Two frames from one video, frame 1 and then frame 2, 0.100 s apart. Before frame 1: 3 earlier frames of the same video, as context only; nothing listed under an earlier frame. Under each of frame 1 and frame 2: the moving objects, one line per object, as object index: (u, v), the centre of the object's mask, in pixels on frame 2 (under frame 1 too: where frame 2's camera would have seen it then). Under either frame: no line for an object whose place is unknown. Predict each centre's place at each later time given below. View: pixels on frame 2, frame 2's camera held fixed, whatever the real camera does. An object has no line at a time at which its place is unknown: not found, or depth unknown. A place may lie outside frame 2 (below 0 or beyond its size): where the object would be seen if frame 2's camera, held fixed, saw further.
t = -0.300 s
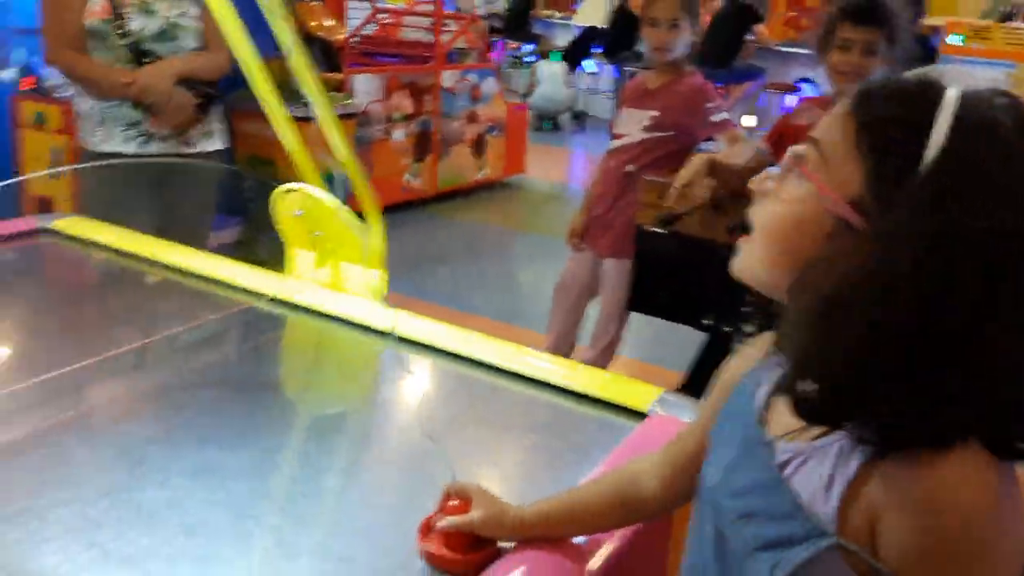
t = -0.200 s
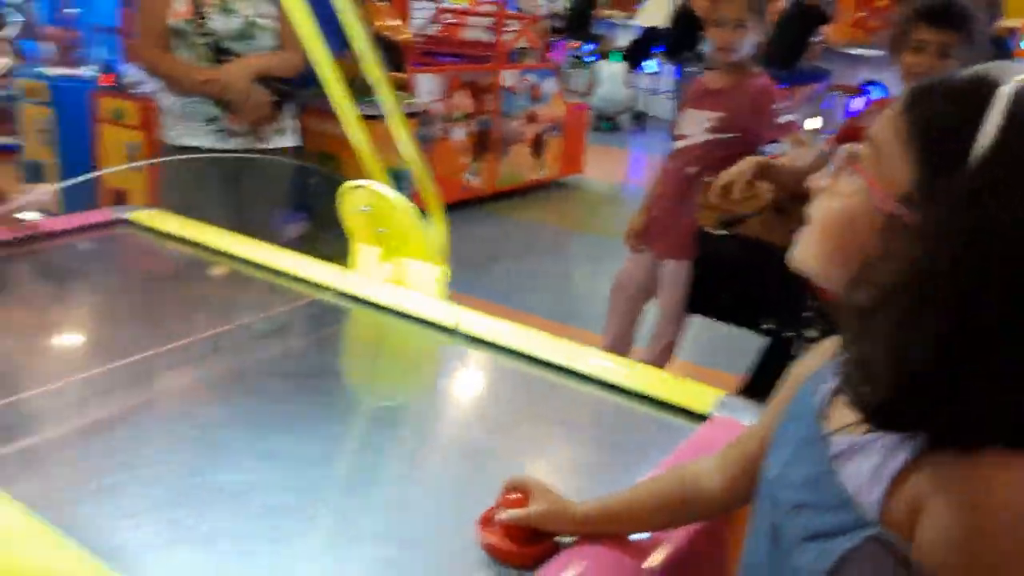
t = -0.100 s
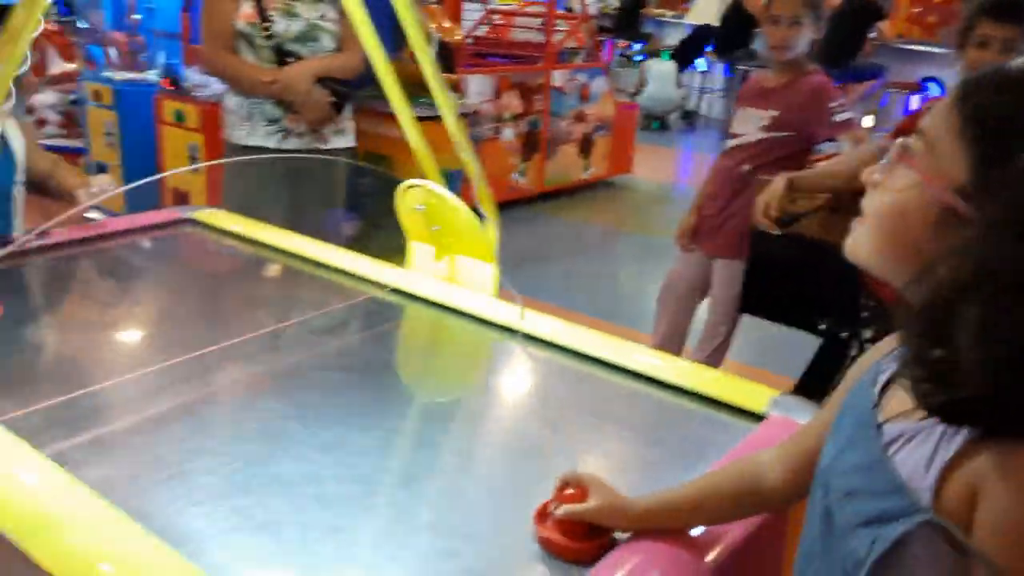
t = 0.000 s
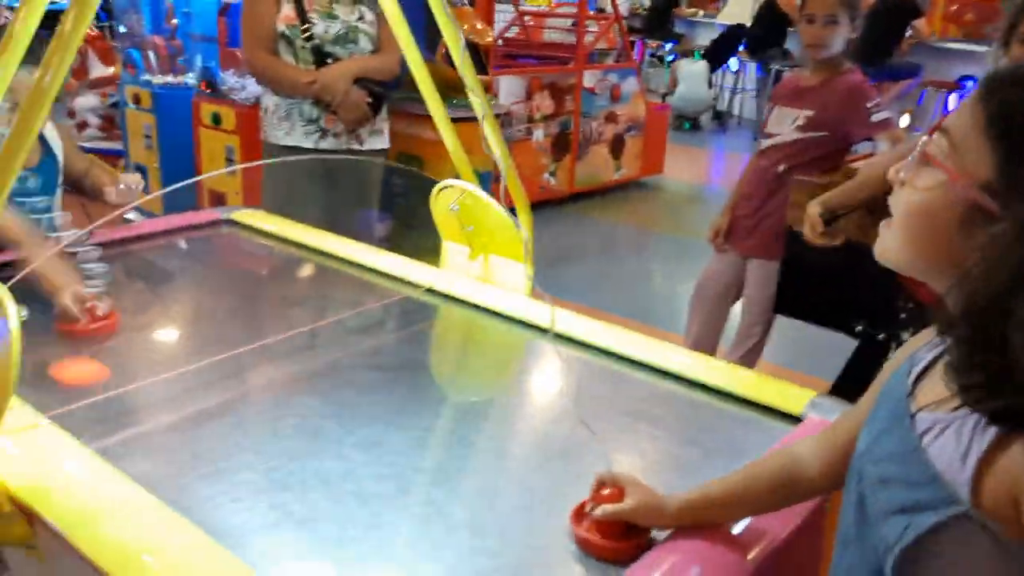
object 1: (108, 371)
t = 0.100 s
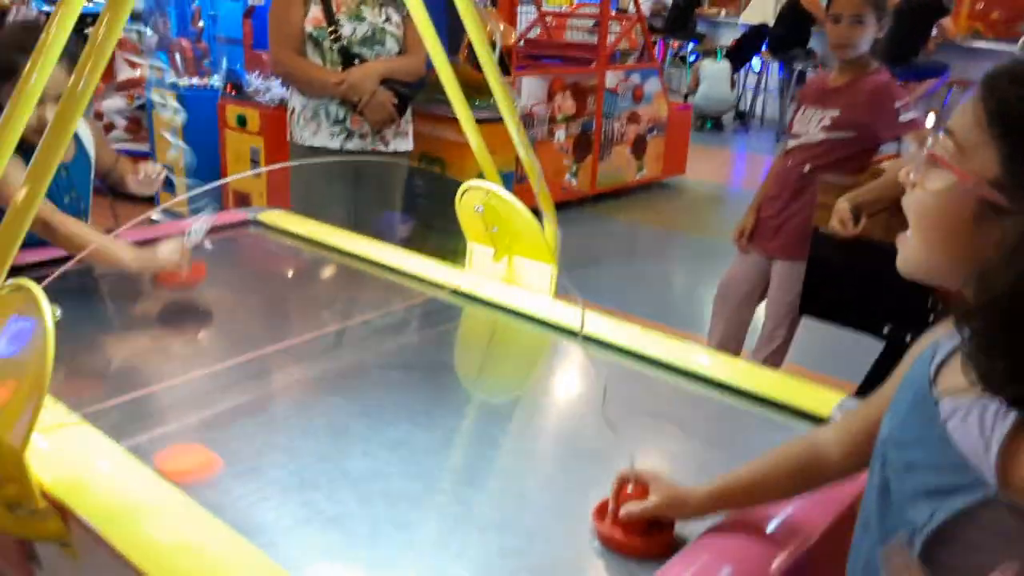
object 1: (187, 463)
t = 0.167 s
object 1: (268, 542)
